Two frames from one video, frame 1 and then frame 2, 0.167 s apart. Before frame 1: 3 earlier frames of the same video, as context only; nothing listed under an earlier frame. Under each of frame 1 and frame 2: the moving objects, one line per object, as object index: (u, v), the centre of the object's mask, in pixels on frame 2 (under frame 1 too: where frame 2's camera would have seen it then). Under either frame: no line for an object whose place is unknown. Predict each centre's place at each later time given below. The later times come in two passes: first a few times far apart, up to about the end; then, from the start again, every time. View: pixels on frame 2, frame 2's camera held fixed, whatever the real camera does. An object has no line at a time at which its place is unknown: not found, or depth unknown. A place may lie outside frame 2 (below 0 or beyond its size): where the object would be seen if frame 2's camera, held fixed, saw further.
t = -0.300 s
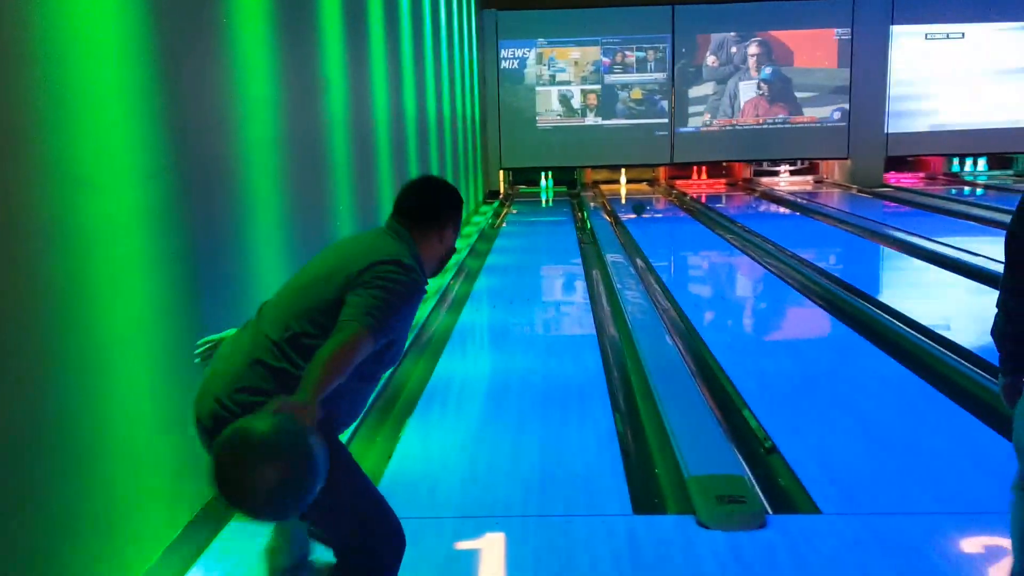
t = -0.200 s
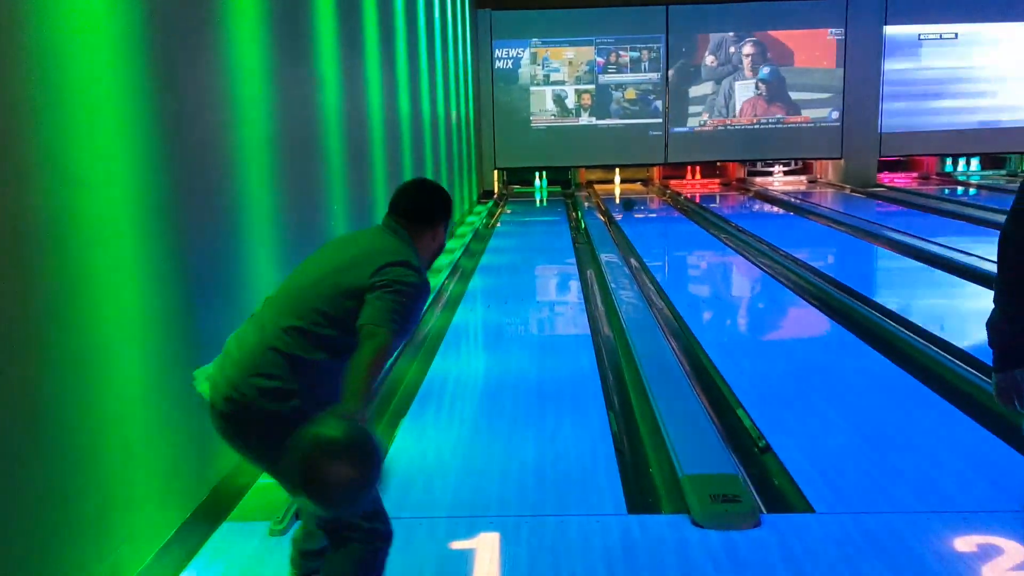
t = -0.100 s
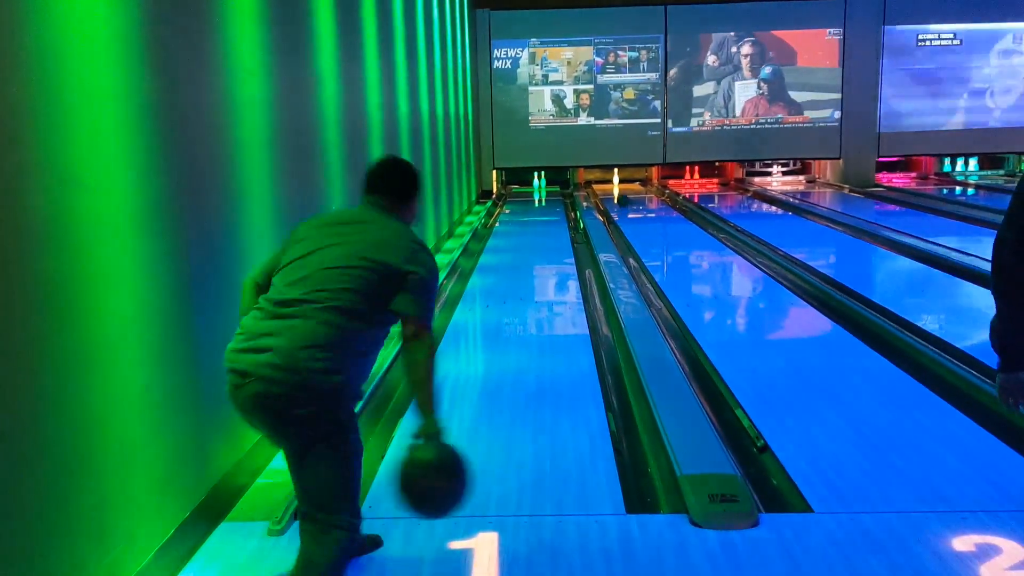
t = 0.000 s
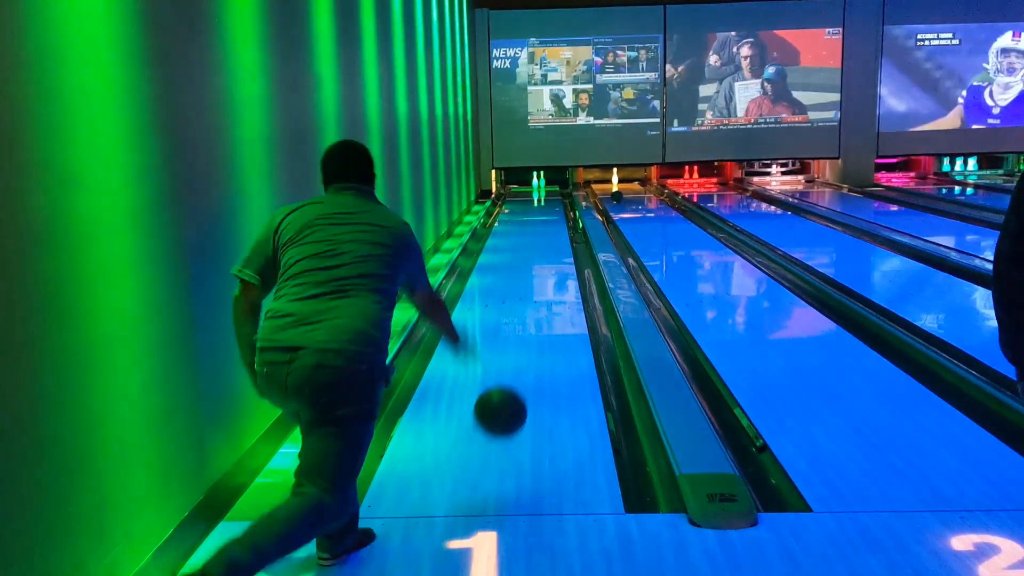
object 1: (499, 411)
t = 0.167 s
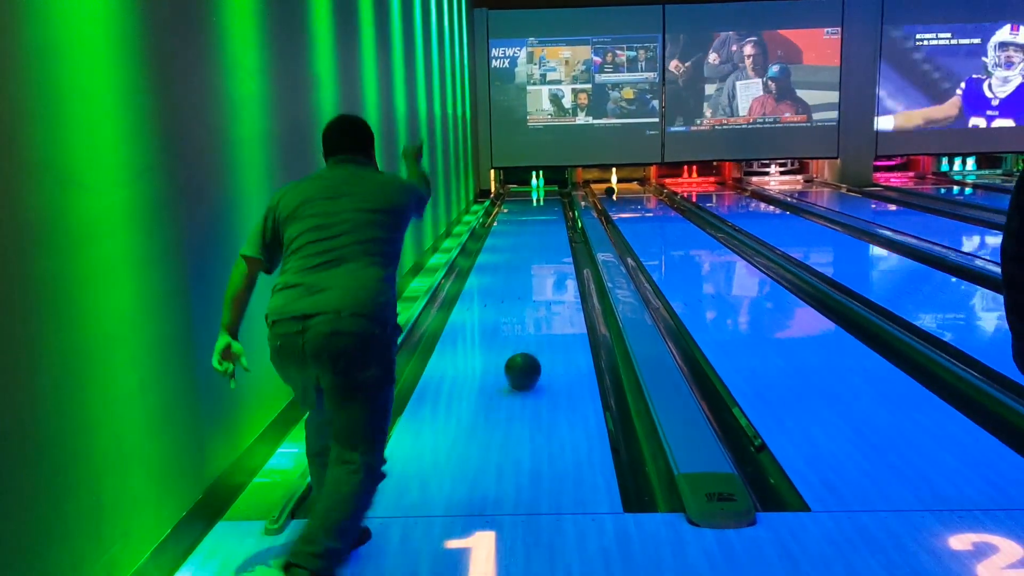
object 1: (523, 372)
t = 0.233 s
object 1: (528, 336)
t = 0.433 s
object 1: (539, 290)
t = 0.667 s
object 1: (547, 254)
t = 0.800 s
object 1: (550, 239)
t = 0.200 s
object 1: (525, 352)
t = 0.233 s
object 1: (528, 336)
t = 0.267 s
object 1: (530, 324)
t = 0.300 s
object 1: (532, 315)
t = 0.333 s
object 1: (534, 308)
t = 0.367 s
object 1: (536, 303)
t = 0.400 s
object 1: (538, 298)
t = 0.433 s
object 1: (539, 290)
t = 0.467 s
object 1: (540, 285)
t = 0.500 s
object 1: (541, 279)
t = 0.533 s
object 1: (543, 273)
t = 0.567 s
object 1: (544, 268)
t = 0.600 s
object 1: (545, 263)
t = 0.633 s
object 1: (546, 258)
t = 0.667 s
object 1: (547, 254)
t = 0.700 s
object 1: (547, 250)
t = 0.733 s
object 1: (548, 246)
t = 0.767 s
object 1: (549, 242)
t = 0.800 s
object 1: (550, 239)
